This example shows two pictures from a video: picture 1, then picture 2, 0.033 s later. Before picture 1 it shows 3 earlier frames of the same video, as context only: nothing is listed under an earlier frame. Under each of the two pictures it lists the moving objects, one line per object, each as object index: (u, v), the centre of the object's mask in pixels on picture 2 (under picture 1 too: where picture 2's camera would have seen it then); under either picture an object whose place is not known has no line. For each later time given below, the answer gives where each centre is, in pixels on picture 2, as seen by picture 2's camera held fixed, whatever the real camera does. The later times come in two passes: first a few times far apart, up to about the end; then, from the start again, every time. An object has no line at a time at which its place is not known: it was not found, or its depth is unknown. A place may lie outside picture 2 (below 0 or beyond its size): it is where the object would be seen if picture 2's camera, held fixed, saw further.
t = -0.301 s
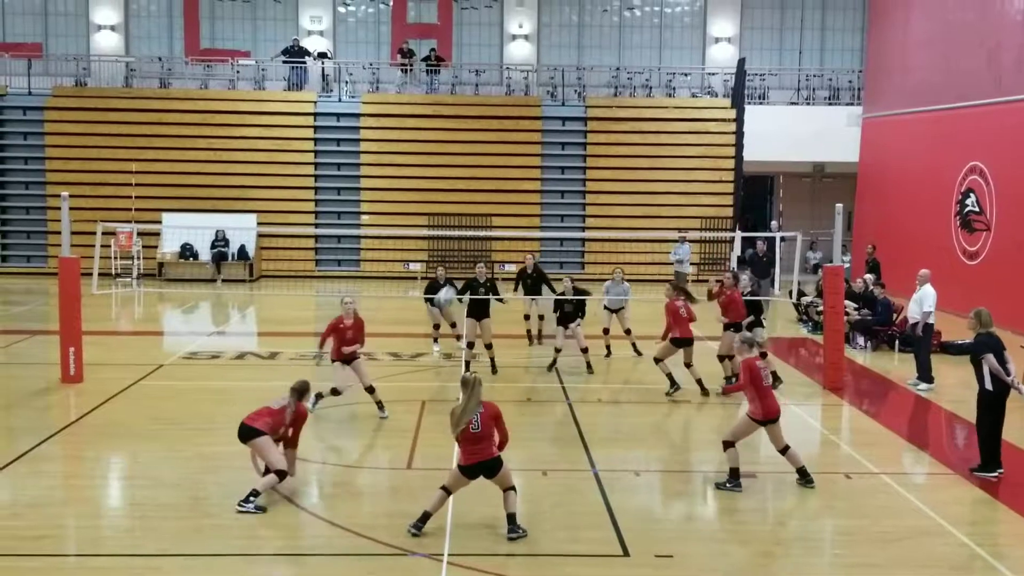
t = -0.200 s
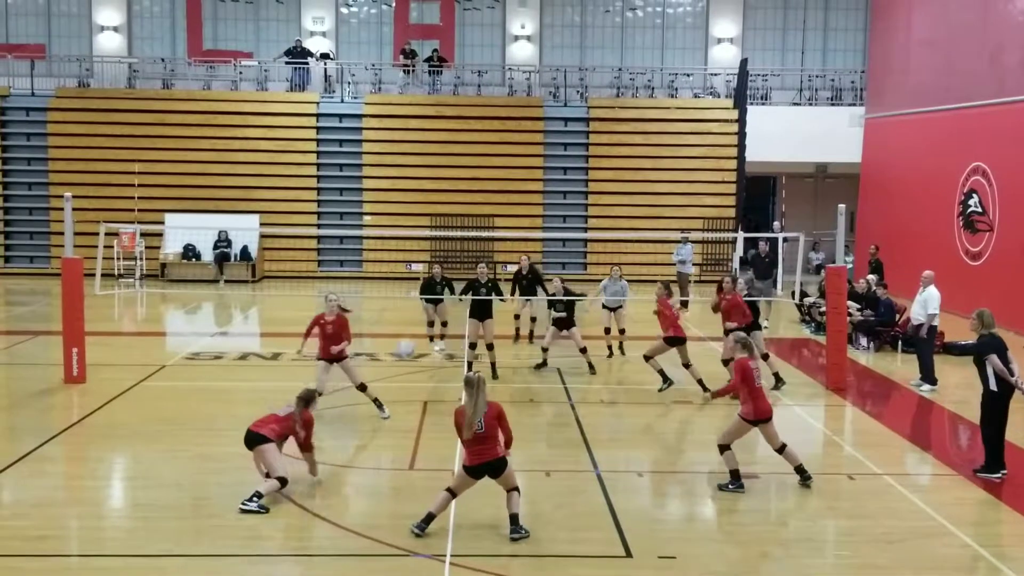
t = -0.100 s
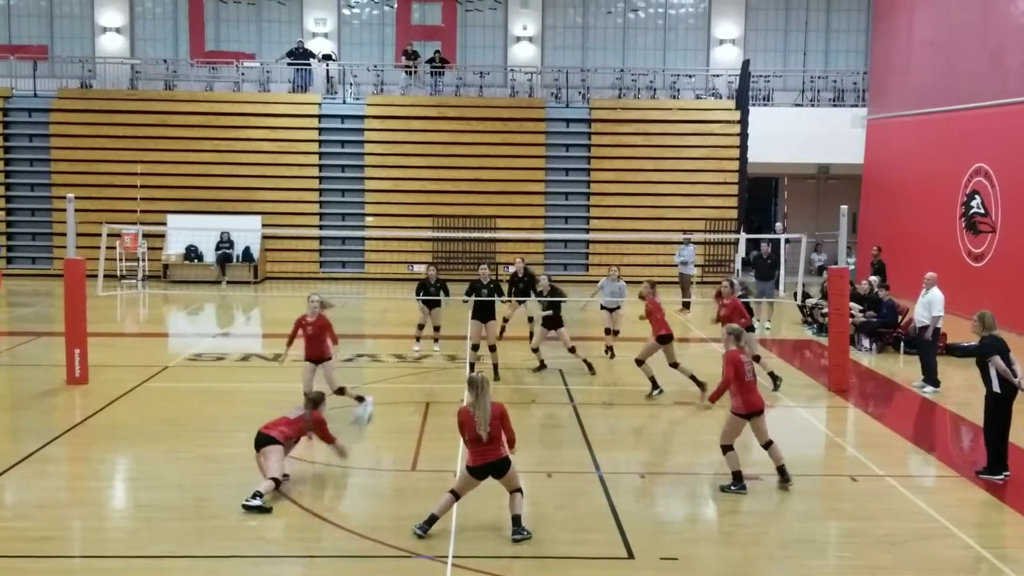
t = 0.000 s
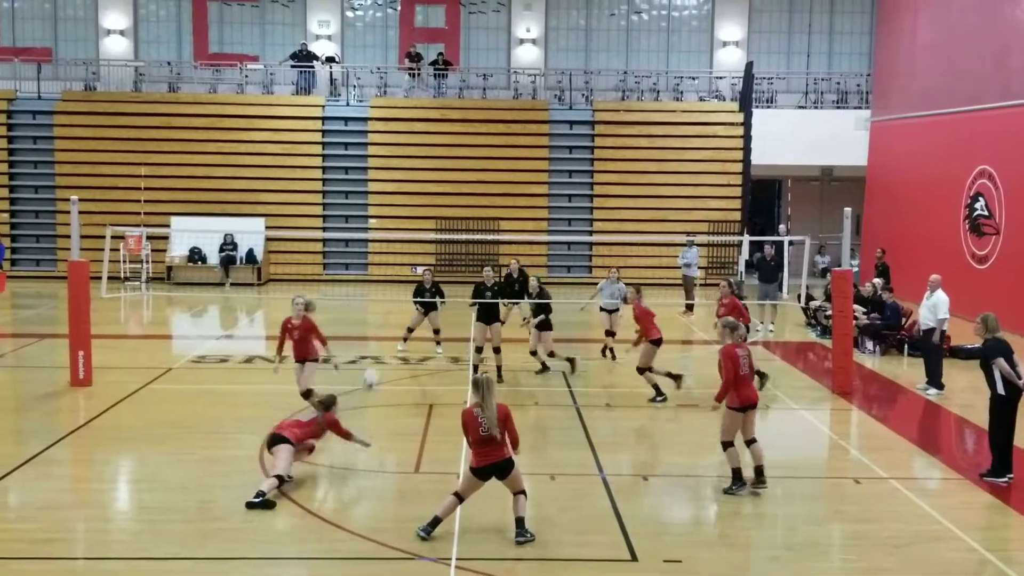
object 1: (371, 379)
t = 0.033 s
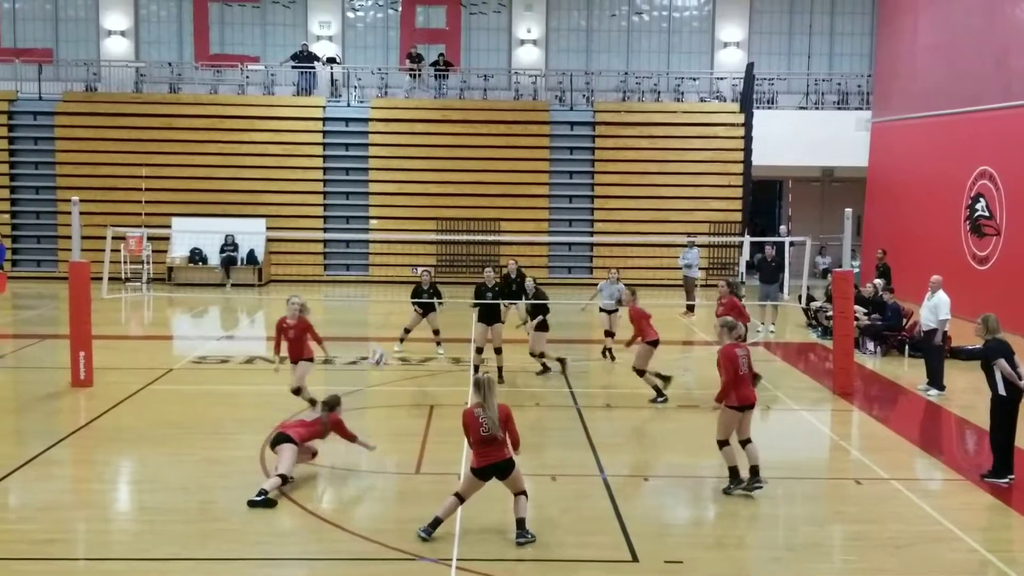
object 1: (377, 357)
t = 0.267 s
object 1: (430, 225)
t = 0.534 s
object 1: (481, 136)
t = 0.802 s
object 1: (529, 111)
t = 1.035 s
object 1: (567, 137)
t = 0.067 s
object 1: (386, 333)
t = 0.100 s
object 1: (394, 314)
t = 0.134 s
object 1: (402, 293)
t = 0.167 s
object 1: (409, 276)
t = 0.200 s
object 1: (416, 257)
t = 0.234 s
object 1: (423, 239)
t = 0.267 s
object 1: (430, 225)
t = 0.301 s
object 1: (437, 210)
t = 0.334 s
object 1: (444, 196)
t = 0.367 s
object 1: (450, 183)
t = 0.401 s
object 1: (457, 172)
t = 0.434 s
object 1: (463, 162)
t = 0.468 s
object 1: (471, 151)
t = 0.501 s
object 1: (476, 143)
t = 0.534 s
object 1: (481, 136)
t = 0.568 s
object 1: (487, 129)
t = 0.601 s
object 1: (493, 124)
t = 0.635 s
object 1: (500, 119)
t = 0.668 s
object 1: (504, 116)
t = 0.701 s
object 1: (511, 113)
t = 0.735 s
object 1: (517, 111)
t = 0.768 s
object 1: (522, 111)
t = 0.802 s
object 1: (529, 111)
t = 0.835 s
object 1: (535, 112)
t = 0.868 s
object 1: (541, 114)
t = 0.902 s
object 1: (546, 117)
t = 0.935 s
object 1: (552, 120)
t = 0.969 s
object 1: (558, 125)
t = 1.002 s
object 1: (562, 132)
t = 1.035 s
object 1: (567, 137)
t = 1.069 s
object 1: (572, 145)
